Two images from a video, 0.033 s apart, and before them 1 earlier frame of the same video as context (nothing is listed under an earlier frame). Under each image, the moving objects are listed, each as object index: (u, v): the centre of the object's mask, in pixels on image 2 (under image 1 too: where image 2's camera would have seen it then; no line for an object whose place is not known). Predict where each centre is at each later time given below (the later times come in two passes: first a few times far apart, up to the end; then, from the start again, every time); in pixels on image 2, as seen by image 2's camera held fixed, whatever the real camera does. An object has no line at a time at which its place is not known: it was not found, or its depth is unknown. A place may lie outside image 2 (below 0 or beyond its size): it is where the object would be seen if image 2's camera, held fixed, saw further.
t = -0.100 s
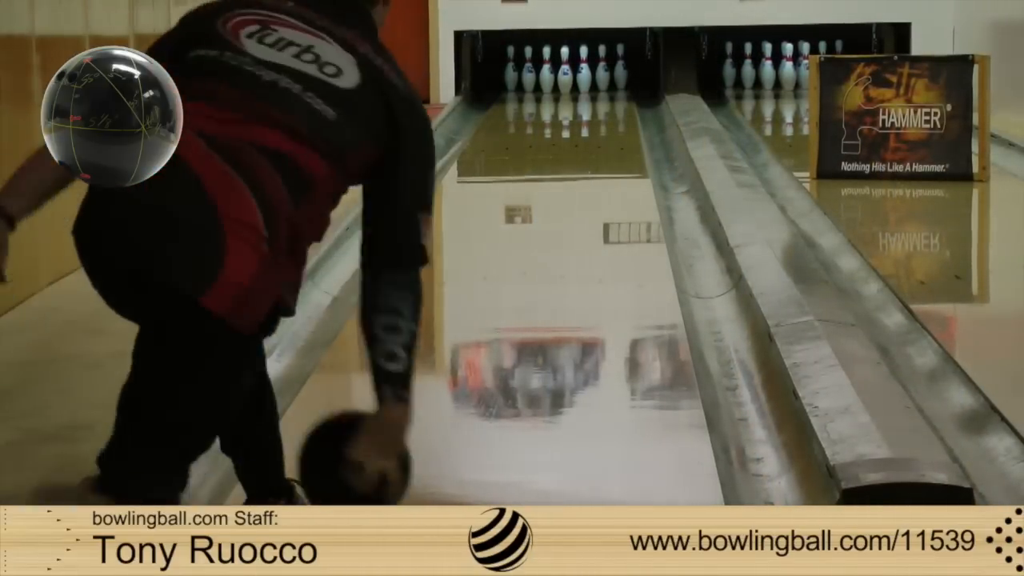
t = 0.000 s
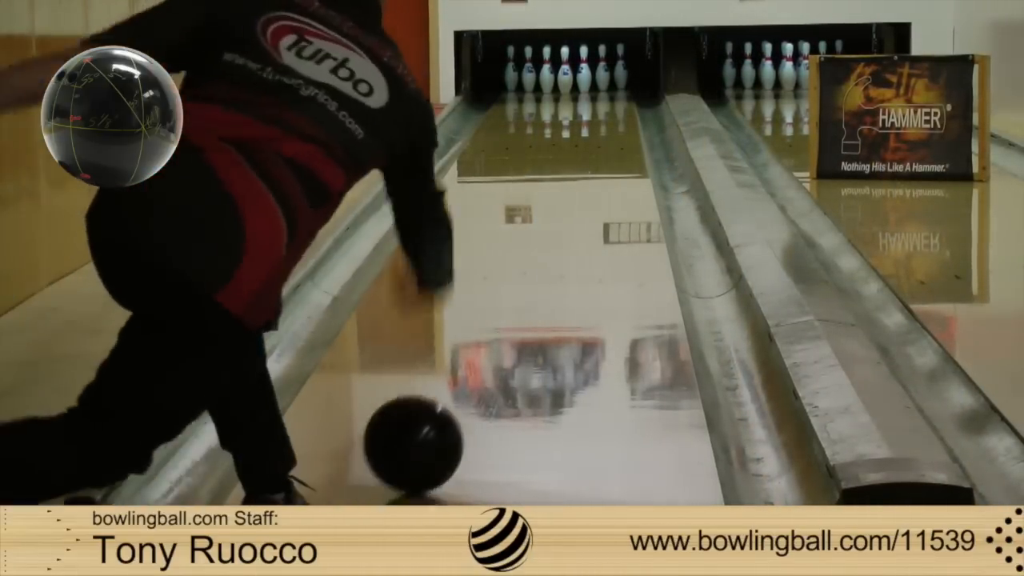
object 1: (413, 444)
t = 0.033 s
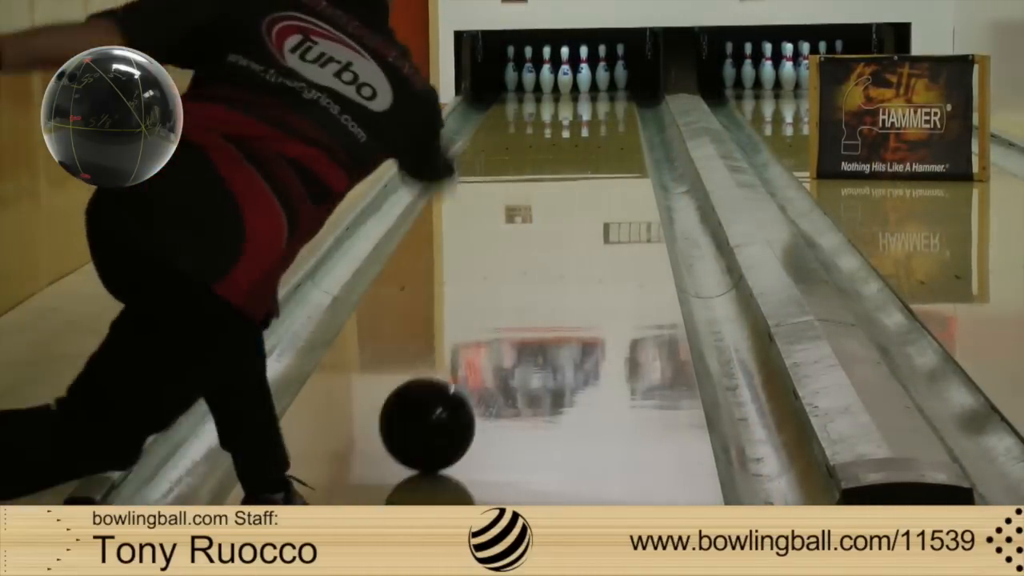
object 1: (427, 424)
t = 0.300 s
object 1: (506, 310)
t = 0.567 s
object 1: (552, 239)
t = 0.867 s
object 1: (585, 187)
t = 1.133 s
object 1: (602, 155)
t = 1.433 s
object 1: (612, 129)
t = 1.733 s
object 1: (612, 108)
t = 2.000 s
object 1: (600, 94)
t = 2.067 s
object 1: (595, 91)
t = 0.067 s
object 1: (439, 406)
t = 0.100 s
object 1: (451, 389)
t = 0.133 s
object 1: (462, 374)
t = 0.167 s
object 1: (472, 359)
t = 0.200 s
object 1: (481, 346)
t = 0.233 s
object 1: (490, 333)
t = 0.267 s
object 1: (498, 321)
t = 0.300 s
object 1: (506, 310)
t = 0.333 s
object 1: (513, 299)
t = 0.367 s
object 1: (520, 289)
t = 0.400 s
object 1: (526, 280)
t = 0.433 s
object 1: (532, 271)
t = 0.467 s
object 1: (537, 262)
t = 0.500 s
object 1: (543, 254)
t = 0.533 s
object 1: (547, 246)
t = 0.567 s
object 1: (552, 239)
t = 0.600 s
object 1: (557, 232)
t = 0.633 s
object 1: (561, 228)
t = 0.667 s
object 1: (571, 231)
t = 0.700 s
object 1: (572, 209)
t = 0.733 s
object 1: (572, 207)
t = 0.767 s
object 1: (576, 202)
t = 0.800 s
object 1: (579, 197)
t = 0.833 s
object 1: (582, 192)
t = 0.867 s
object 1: (585, 187)
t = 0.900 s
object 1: (587, 183)
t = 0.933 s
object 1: (590, 178)
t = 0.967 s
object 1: (592, 174)
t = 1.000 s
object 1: (594, 170)
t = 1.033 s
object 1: (596, 166)
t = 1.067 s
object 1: (598, 162)
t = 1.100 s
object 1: (600, 159)
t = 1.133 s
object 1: (602, 155)
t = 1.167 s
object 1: (604, 152)
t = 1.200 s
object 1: (605, 149)
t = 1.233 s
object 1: (607, 146)
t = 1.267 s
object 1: (608, 142)
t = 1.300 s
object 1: (609, 139)
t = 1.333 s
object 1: (610, 137)
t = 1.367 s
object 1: (610, 134)
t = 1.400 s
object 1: (611, 131)
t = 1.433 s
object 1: (612, 129)
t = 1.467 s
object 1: (612, 126)
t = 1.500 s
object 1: (613, 124)
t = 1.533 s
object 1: (613, 121)
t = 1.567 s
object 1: (613, 118)
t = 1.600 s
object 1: (613, 116)
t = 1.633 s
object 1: (613, 114)
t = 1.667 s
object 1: (613, 112)
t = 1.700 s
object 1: (613, 110)
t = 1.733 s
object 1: (612, 108)
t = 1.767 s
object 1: (611, 106)
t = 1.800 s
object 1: (610, 104)
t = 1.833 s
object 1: (610, 102)
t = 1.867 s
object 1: (608, 101)
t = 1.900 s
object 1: (606, 99)
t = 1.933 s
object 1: (605, 97)
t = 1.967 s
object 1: (603, 96)
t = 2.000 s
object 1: (600, 94)
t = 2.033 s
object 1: (598, 93)
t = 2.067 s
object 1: (595, 91)
